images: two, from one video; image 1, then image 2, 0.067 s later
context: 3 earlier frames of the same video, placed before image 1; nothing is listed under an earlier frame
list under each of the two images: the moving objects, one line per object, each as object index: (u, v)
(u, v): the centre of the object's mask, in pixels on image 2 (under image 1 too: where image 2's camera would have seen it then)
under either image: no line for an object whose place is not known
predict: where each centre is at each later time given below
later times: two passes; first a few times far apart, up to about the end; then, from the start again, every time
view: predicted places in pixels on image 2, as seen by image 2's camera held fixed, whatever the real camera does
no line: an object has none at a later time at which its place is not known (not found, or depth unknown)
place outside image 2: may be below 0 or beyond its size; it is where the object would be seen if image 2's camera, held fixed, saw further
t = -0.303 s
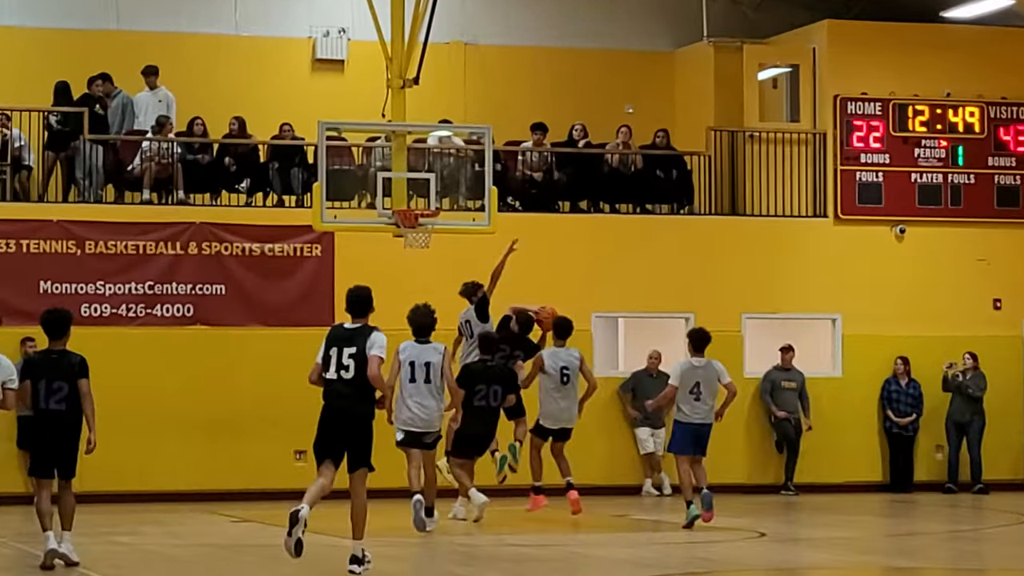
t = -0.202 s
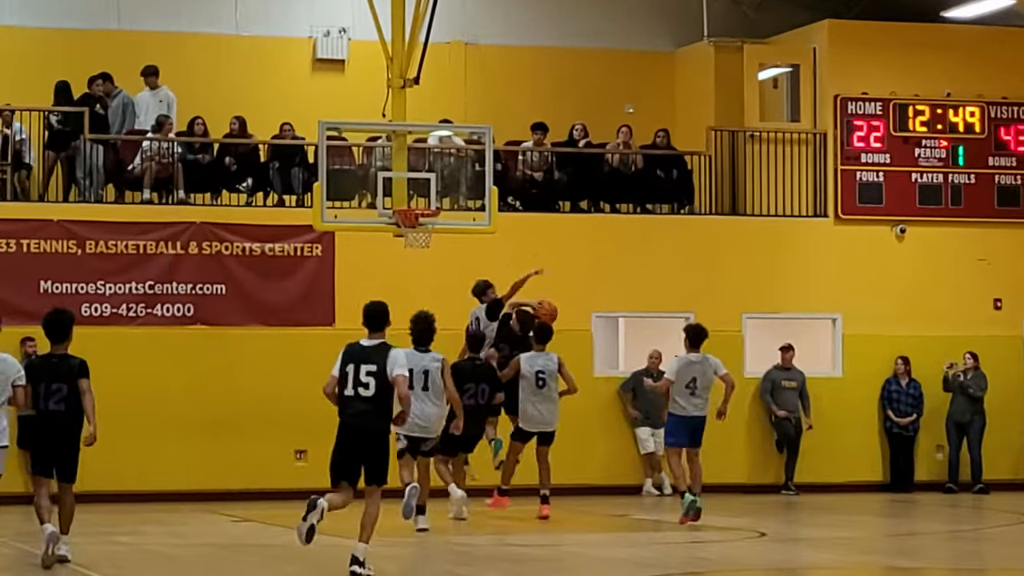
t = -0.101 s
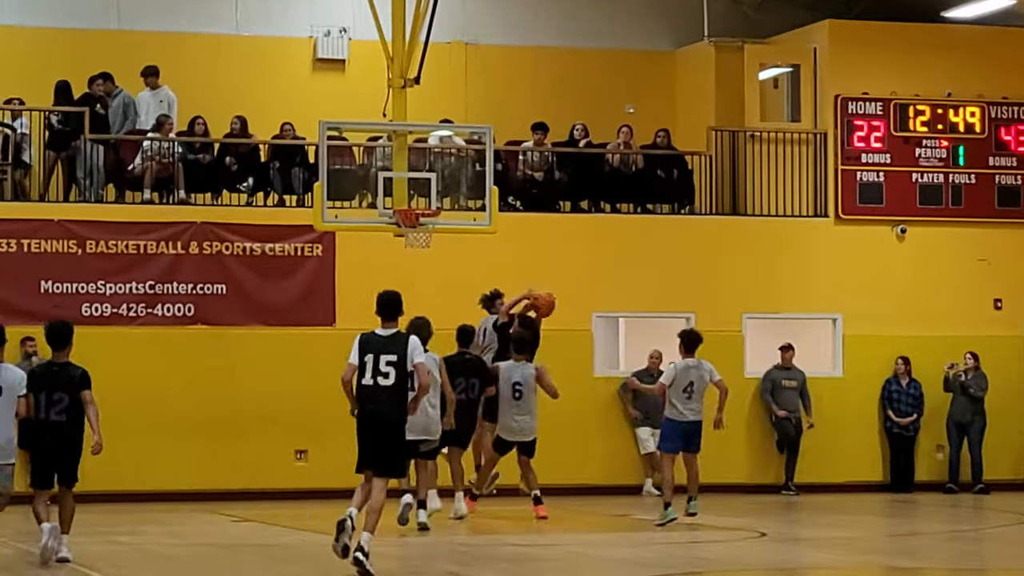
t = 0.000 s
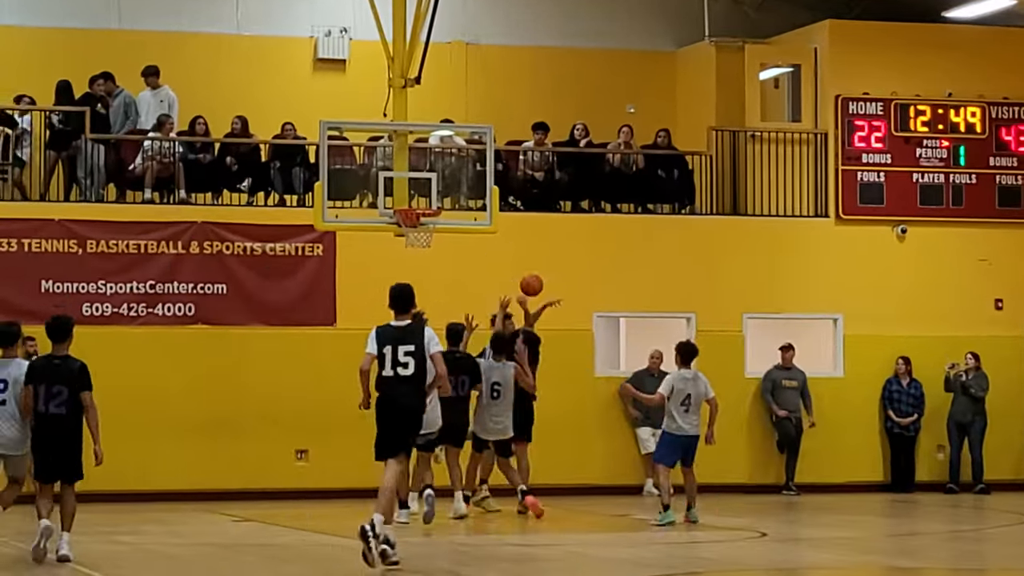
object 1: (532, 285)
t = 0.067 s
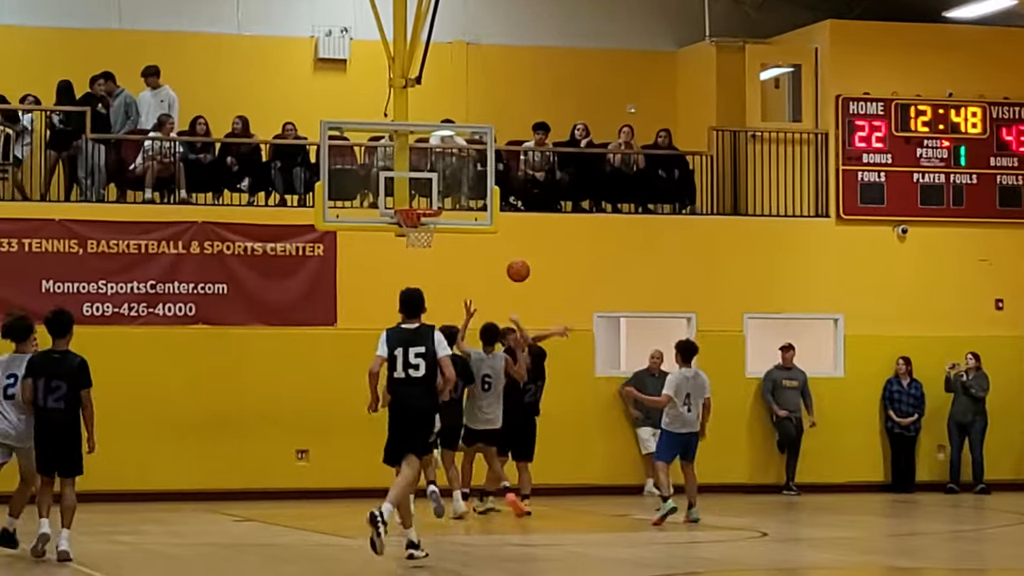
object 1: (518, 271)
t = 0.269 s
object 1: (477, 254)
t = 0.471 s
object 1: (440, 274)
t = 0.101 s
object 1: (511, 266)
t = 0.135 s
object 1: (504, 261)
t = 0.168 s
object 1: (498, 257)
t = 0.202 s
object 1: (491, 255)
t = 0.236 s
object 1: (484, 254)
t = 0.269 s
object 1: (477, 254)
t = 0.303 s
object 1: (472, 255)
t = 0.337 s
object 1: (466, 256)
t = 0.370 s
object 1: (459, 259)
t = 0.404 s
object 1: (453, 263)
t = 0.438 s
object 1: (447, 268)
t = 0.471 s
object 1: (440, 274)
